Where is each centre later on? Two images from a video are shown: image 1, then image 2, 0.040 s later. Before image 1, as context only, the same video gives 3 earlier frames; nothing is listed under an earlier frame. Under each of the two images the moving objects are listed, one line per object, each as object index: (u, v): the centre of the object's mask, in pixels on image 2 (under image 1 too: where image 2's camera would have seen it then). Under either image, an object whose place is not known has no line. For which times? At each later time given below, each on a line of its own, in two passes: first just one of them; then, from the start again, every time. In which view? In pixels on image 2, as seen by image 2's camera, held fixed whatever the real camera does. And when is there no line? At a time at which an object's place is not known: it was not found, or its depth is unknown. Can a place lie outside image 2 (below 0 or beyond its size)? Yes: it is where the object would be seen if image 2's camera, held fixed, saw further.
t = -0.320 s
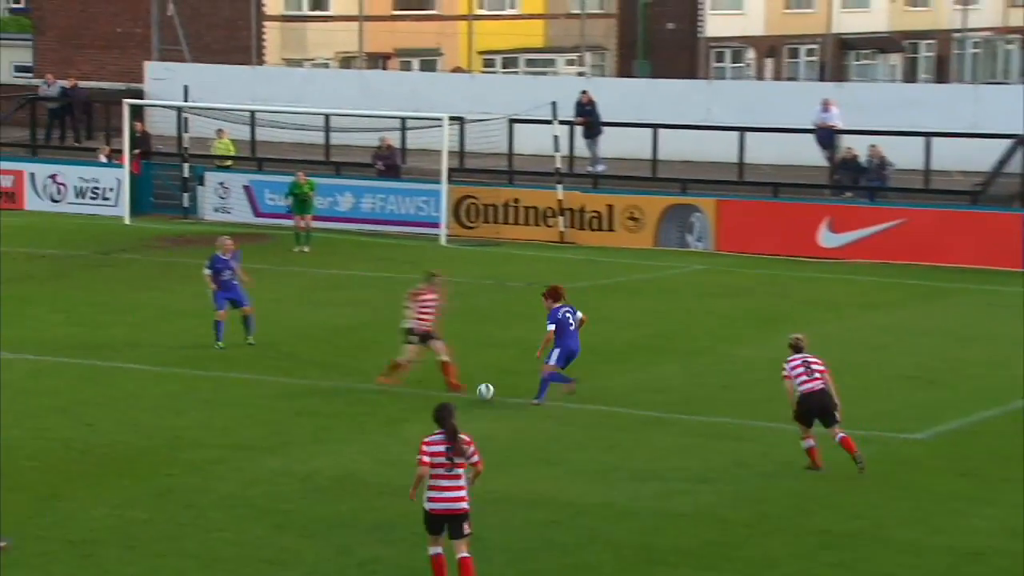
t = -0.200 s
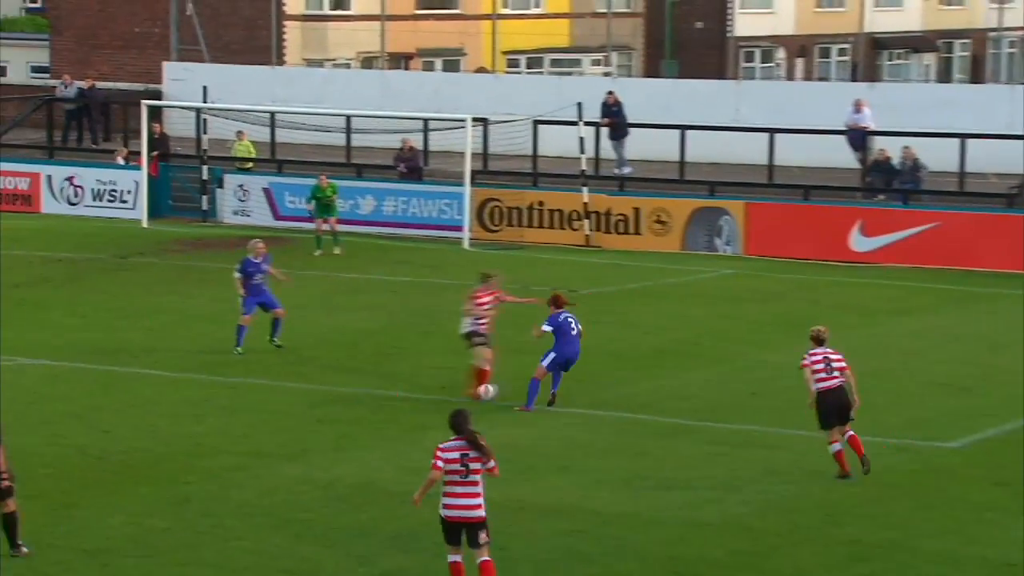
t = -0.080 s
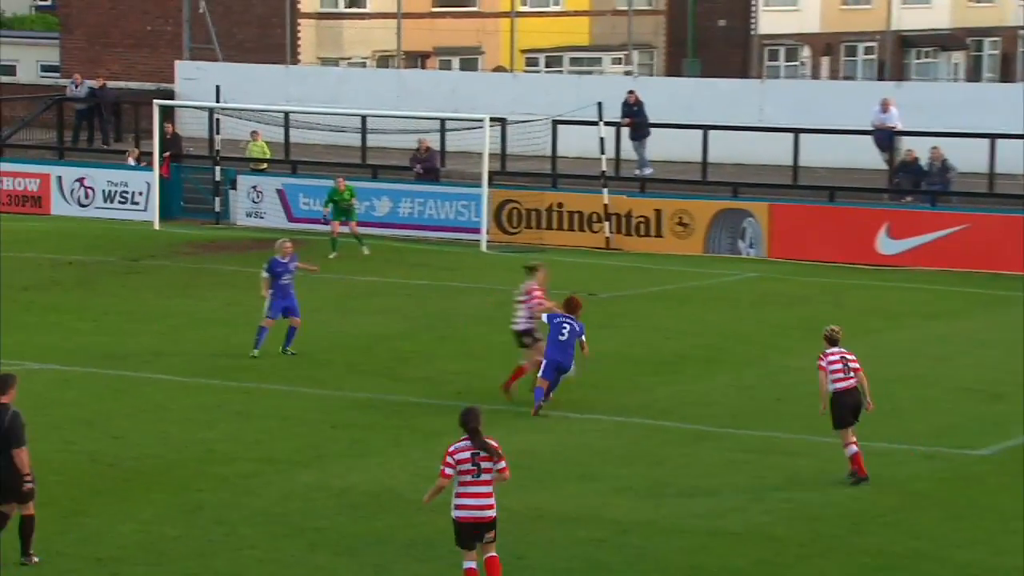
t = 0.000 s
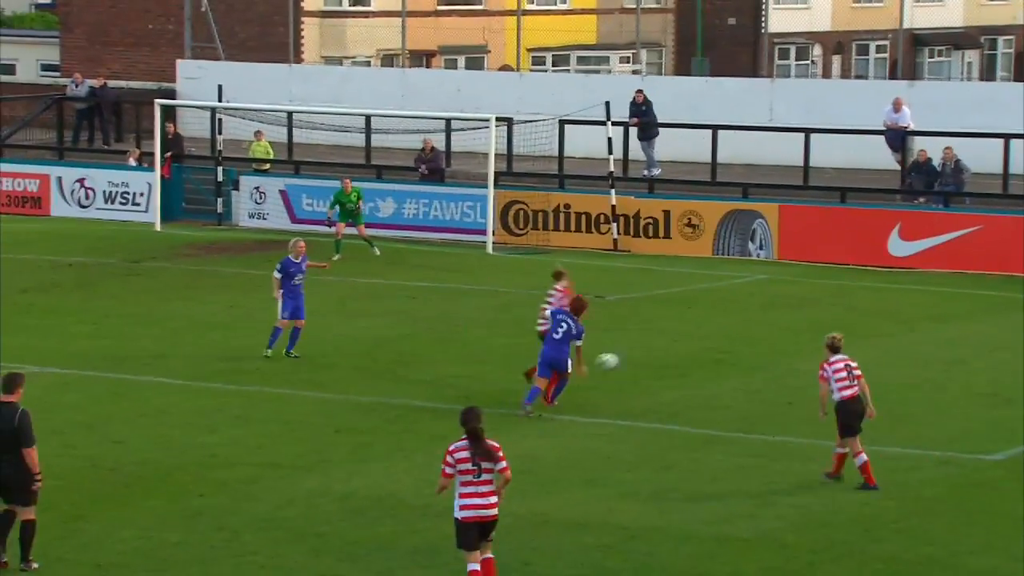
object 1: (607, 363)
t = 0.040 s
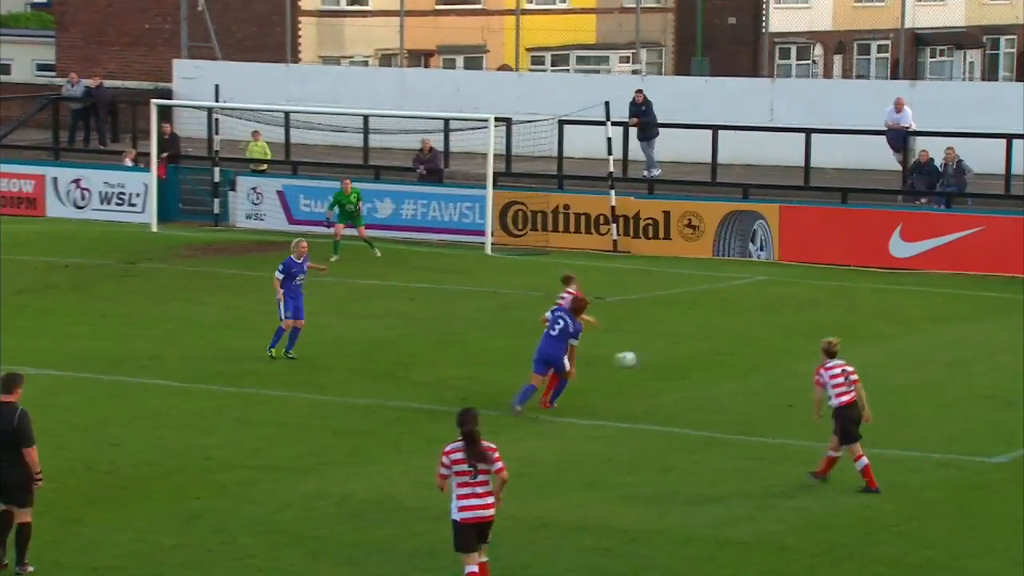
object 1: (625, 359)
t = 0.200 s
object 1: (696, 355)
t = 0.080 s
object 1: (644, 357)
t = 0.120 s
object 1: (661, 354)
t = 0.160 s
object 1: (679, 355)
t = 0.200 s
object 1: (696, 355)
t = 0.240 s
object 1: (713, 358)
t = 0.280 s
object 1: (730, 361)
